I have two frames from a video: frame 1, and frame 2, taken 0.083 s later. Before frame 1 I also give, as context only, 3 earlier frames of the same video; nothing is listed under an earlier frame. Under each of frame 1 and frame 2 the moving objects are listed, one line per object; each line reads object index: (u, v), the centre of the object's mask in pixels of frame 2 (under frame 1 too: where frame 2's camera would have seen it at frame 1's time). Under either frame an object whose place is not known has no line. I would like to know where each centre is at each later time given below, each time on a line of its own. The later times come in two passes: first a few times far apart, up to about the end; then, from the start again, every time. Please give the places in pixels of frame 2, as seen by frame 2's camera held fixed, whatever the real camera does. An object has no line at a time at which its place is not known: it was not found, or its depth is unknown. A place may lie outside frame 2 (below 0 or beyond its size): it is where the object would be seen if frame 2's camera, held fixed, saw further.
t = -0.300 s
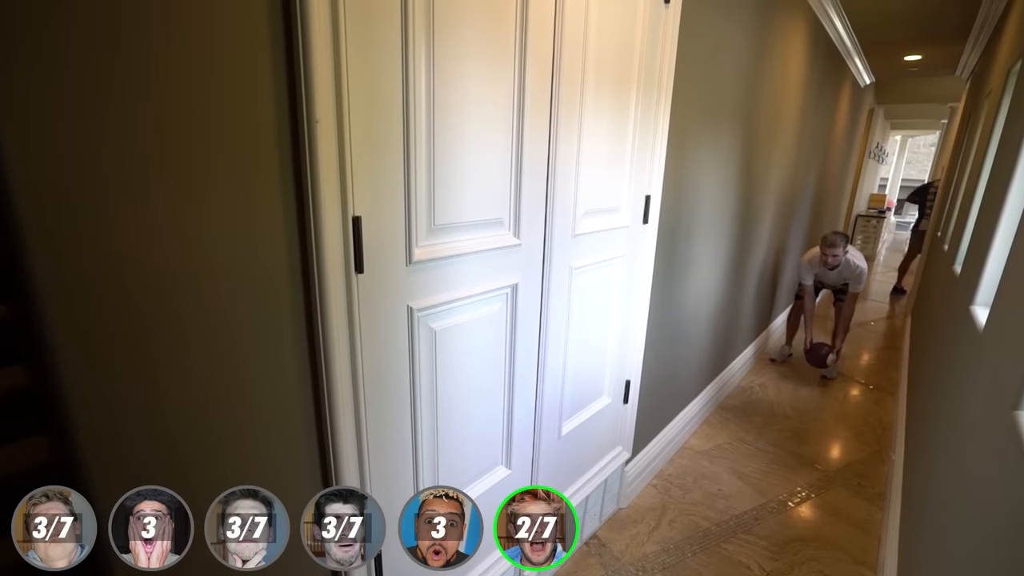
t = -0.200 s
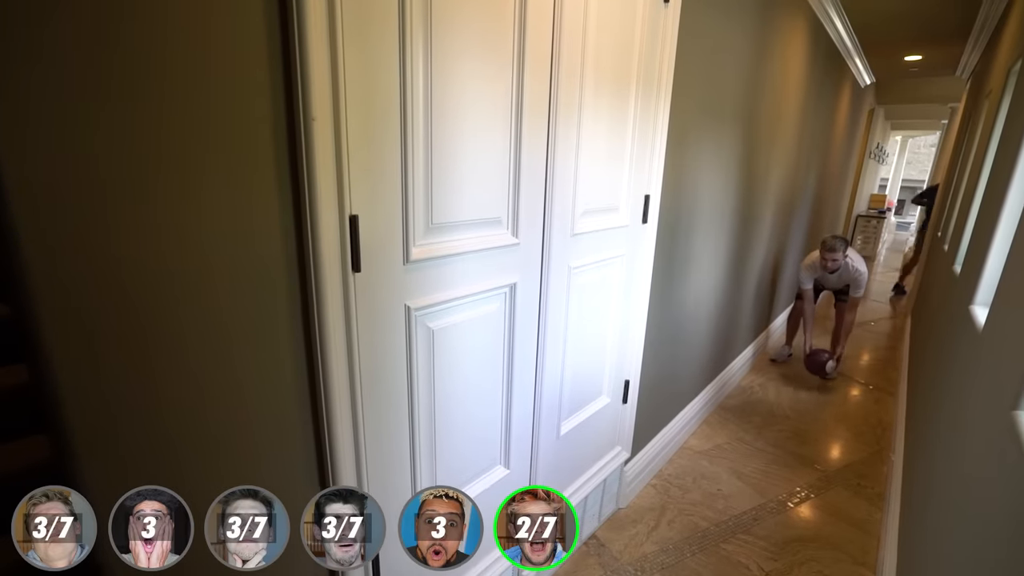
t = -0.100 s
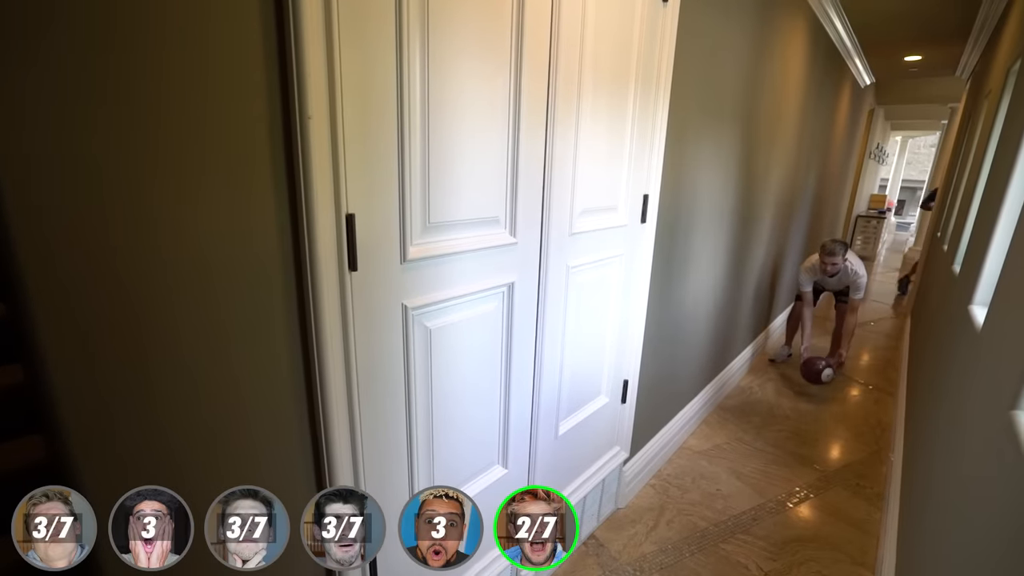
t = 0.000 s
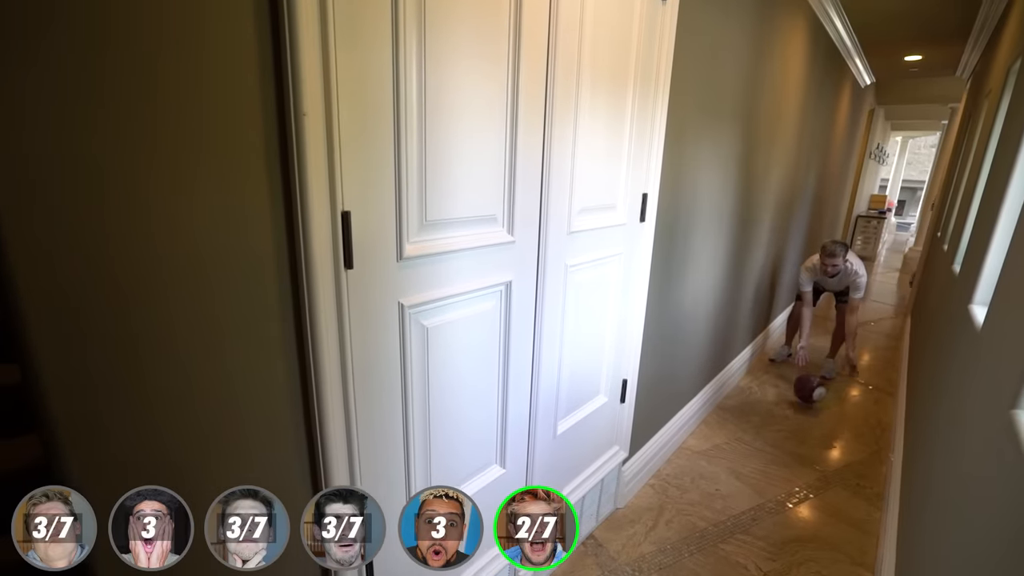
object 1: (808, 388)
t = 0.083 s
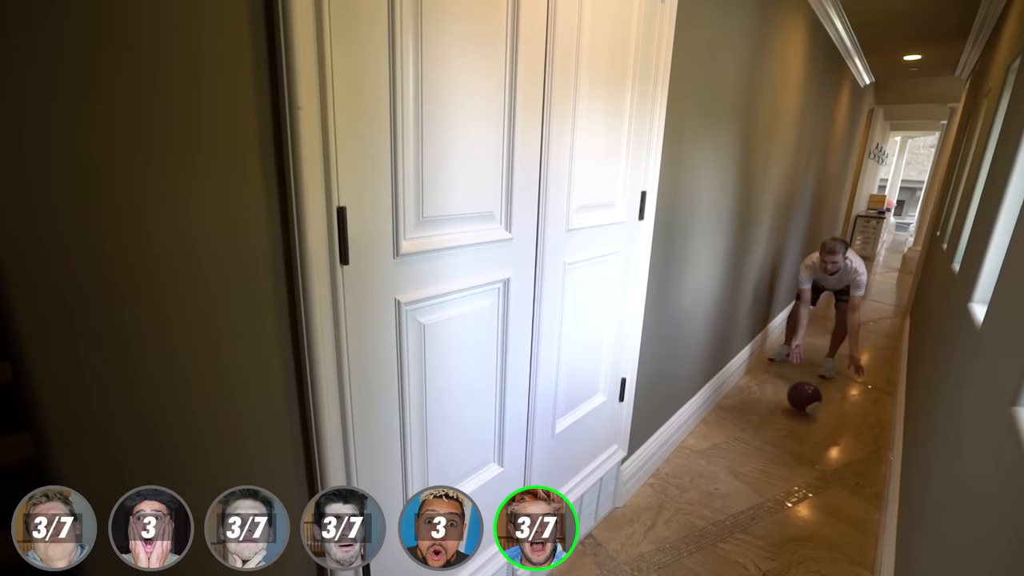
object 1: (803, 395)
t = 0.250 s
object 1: (795, 411)
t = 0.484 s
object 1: (778, 431)
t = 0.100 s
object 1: (803, 395)
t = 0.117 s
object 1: (803, 396)
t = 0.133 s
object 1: (802, 396)
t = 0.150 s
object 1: (802, 397)
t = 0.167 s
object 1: (801, 399)
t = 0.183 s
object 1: (800, 401)
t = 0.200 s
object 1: (800, 403)
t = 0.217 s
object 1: (798, 406)
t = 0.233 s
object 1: (797, 408)
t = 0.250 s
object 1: (795, 411)
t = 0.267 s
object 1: (792, 414)
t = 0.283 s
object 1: (792, 416)
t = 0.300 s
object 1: (791, 415)
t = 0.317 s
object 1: (790, 415)
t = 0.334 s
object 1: (789, 416)
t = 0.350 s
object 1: (788, 417)
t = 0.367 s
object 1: (786, 418)
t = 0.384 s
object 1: (786, 419)
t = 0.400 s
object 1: (784, 421)
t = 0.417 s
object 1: (784, 423)
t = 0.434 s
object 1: (782, 425)
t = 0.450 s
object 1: (781, 427)
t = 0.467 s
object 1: (779, 431)
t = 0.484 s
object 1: (778, 431)
